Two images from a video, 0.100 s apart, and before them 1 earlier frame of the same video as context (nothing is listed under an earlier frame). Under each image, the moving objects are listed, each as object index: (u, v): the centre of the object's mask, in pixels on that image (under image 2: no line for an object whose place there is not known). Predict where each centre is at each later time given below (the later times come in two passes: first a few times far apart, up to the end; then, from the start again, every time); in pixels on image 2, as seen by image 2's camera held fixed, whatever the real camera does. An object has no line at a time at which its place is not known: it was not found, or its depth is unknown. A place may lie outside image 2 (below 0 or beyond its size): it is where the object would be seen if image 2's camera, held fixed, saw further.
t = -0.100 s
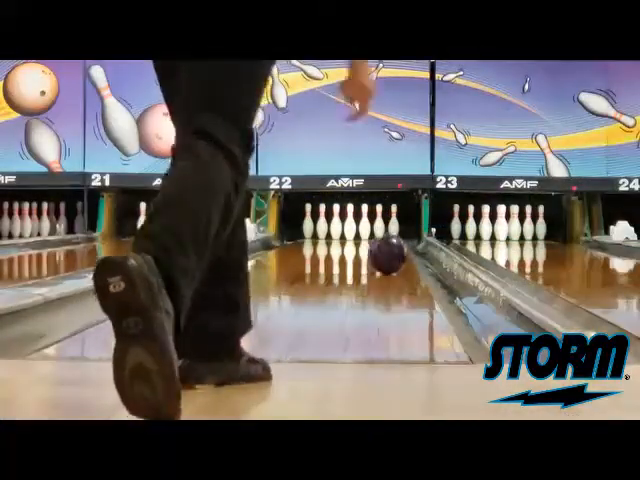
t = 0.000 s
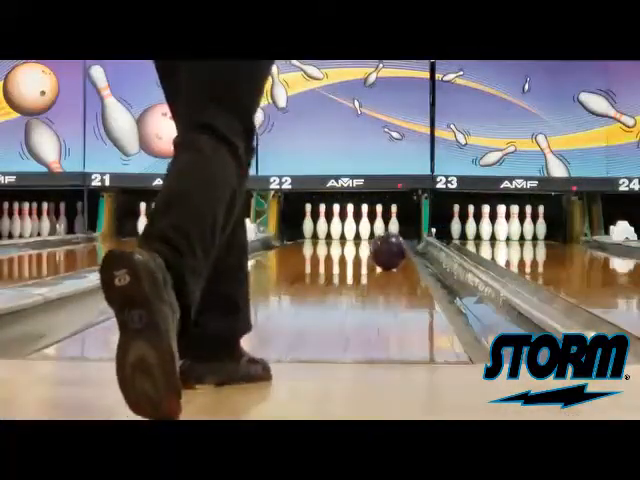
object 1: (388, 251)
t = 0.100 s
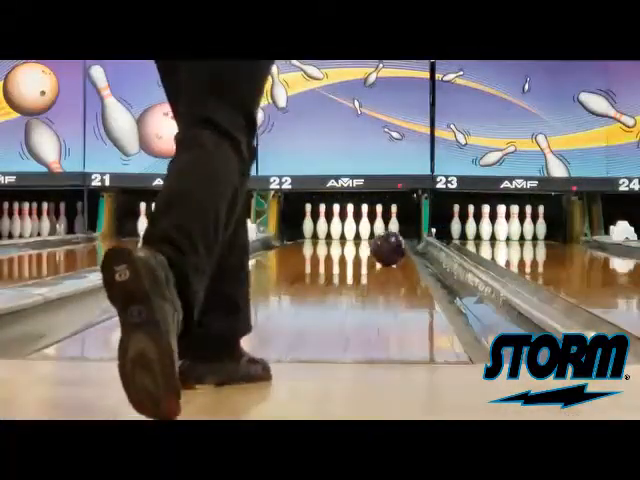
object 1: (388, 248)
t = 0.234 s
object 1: (388, 245)
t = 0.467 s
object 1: (387, 239)
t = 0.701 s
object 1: (384, 236)
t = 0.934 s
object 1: (377, 233)
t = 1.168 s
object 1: (367, 231)
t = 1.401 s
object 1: (356, 230)
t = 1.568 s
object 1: (351, 231)
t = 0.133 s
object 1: (388, 248)
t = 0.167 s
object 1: (388, 247)
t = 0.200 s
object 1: (388, 246)
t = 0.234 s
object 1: (388, 245)
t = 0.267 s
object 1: (388, 244)
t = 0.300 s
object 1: (388, 243)
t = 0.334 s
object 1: (387, 242)
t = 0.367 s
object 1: (388, 242)
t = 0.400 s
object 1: (387, 240)
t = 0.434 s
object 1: (387, 239)
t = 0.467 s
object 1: (387, 239)
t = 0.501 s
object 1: (387, 238)
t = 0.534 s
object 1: (387, 238)
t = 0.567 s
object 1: (386, 238)
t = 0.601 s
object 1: (386, 237)
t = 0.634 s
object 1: (386, 237)
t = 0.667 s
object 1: (385, 236)
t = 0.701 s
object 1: (384, 236)
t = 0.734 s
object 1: (384, 236)
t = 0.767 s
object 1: (383, 235)
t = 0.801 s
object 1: (381, 234)
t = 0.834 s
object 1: (381, 234)
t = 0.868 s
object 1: (380, 234)
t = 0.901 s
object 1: (378, 233)
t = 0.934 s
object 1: (377, 233)
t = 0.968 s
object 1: (377, 233)
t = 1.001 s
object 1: (374, 232)
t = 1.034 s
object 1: (374, 232)
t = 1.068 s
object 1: (372, 232)
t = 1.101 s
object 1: (370, 232)
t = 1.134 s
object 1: (369, 232)
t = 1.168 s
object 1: (367, 231)
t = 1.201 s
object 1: (365, 231)
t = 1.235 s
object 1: (364, 231)
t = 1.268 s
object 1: (361, 230)
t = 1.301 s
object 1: (359, 230)
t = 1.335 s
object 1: (357, 230)
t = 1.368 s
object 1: (356, 230)
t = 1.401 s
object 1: (356, 230)
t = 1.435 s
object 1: (355, 230)
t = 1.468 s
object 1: (354, 230)
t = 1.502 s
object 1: (353, 230)
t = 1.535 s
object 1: (353, 230)
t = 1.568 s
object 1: (351, 231)
